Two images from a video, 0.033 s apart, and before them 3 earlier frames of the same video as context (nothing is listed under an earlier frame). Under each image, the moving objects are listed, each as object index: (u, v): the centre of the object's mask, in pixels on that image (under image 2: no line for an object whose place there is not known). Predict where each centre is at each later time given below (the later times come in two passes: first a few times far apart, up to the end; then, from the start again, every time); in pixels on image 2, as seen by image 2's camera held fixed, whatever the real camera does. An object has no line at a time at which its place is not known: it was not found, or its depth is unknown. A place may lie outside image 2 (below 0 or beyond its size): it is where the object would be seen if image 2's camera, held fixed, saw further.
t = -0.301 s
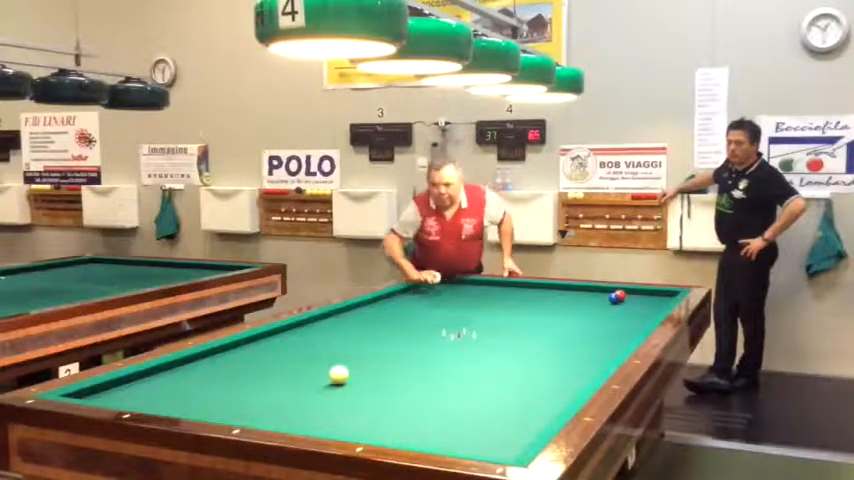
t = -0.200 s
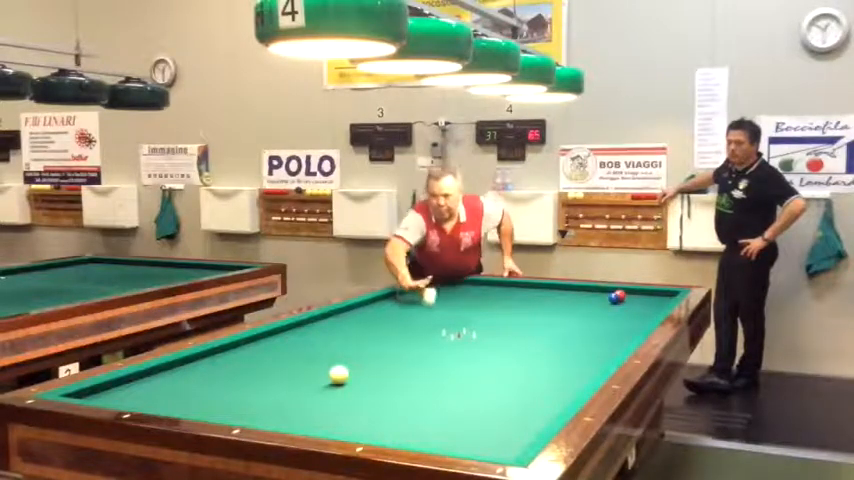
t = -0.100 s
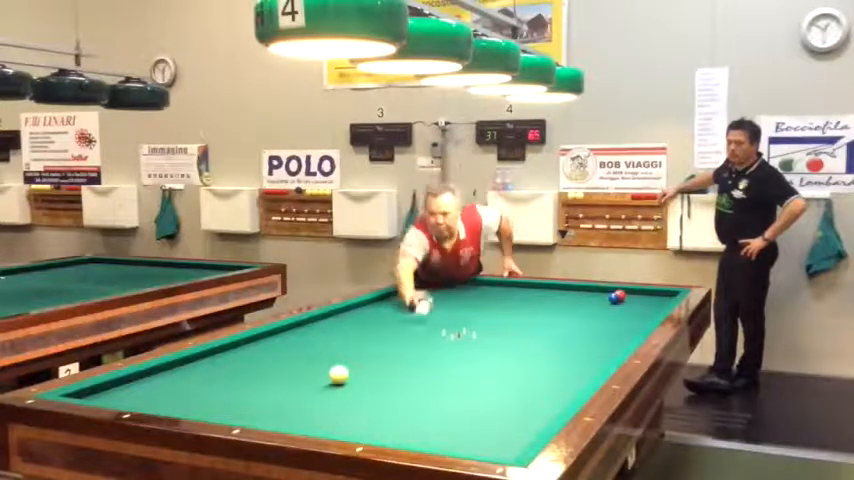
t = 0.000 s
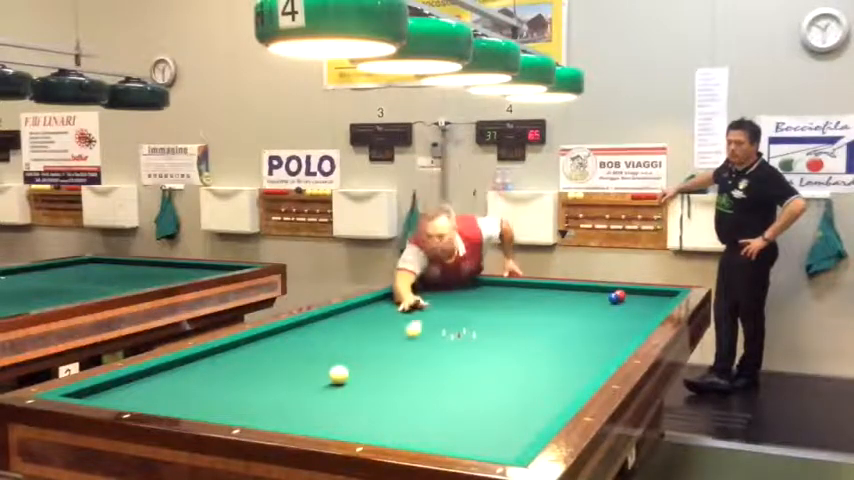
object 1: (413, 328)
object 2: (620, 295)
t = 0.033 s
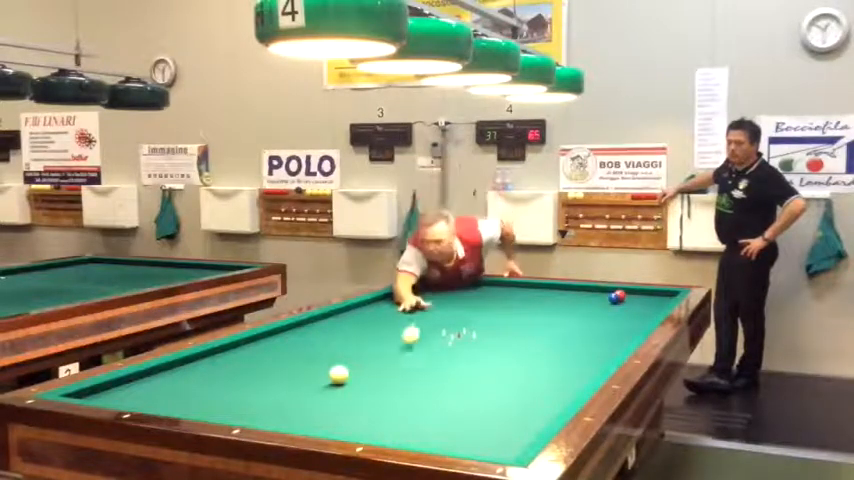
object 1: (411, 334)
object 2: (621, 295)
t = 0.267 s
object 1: (380, 402)
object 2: (621, 295)
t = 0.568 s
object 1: (492, 387)
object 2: (620, 295)
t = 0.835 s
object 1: (588, 350)
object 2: (621, 295)
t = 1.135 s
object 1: (629, 323)
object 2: (621, 295)
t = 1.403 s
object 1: (633, 304)
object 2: (621, 295)
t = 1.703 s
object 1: (636, 289)
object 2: (621, 295)
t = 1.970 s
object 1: (610, 291)
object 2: (618, 297)
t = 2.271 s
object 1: (591, 290)
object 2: (621, 298)
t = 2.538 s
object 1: (576, 289)
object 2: (623, 299)
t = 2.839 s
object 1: (559, 287)
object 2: (624, 300)
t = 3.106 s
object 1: (544, 286)
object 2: (625, 300)
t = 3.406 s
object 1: (530, 284)
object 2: (626, 301)
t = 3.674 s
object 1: (518, 284)
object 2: (627, 301)
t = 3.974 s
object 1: (505, 282)
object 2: (627, 301)
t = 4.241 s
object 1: (494, 281)
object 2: (627, 301)
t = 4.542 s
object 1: (482, 280)
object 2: (627, 302)
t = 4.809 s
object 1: (473, 279)
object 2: (626, 302)
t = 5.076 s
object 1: (463, 279)
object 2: (626, 302)
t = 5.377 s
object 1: (454, 278)
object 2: (626, 302)
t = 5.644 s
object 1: (445, 278)
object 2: (626, 302)
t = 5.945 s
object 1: (438, 278)
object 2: (626, 303)
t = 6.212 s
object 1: (440, 278)
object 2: (626, 303)
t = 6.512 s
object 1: (443, 279)
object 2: (626, 303)
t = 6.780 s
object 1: (444, 279)
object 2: (626, 303)
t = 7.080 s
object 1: (446, 279)
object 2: (626, 302)
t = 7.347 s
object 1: (447, 279)
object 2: (626, 302)
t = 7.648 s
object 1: (449, 280)
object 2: (626, 302)
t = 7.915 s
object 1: (449, 280)
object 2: (626, 302)
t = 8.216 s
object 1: (450, 280)
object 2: (626, 302)
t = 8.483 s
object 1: (451, 281)
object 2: (626, 302)
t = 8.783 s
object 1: (450, 281)
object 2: (626, 302)
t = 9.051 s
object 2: (626, 302)
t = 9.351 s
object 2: (626, 302)
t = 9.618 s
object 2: (626, 302)
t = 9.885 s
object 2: (626, 302)
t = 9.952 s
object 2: (626, 302)
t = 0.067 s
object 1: (407, 344)
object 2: (620, 295)
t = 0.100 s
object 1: (404, 351)
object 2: (621, 295)
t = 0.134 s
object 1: (399, 359)
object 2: (620, 295)
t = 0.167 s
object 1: (394, 370)
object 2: (620, 295)
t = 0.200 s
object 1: (389, 380)
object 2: (621, 295)
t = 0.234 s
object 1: (385, 391)
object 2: (621, 295)
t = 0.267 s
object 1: (380, 402)
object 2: (621, 295)
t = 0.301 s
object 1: (373, 416)
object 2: (621, 295)
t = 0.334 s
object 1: (367, 427)
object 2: (621, 295)
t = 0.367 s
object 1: (378, 429)
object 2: (620, 295)
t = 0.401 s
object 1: (400, 422)
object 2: (620, 295)
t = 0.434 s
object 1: (422, 413)
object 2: (620, 295)
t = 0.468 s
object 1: (440, 406)
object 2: (620, 295)
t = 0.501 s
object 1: (458, 402)
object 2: (620, 295)
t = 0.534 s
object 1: (476, 393)
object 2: (620, 295)
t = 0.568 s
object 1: (492, 387)
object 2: (620, 295)
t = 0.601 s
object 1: (508, 381)
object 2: (620, 295)
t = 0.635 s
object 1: (521, 377)
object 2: (620, 295)
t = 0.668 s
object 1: (536, 370)
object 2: (621, 295)
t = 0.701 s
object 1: (547, 365)
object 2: (621, 295)
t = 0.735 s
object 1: (558, 361)
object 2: (621, 295)
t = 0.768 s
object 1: (567, 357)
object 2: (621, 295)
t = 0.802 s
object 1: (579, 353)
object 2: (621, 295)
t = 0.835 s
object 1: (588, 350)
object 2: (621, 295)
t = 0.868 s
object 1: (599, 347)
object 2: (621, 295)
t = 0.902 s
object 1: (607, 343)
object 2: (621, 295)
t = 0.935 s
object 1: (616, 340)
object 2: (621, 295)
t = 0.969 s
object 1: (625, 335)
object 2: (621, 295)
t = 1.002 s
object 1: (629, 333)
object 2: (621, 295)
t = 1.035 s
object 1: (629, 330)
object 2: (621, 295)
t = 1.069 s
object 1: (629, 327)
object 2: (621, 295)
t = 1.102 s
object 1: (629, 325)
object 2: (621, 295)
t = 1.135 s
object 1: (629, 323)
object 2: (621, 295)
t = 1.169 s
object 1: (629, 321)
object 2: (621, 295)
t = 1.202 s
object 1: (629, 318)
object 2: (621, 295)
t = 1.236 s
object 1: (631, 316)
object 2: (621, 295)
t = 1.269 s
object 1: (631, 313)
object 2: (621, 295)
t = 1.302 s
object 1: (632, 312)
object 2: (621, 295)
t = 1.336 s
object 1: (632, 309)
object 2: (621, 295)
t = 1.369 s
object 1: (633, 307)
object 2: (621, 295)
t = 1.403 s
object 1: (633, 304)
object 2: (621, 295)
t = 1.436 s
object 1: (634, 302)
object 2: (621, 295)
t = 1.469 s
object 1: (634, 301)
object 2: (621, 295)
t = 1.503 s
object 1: (635, 299)
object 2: (621, 295)
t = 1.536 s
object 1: (635, 298)
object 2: (621, 295)
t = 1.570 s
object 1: (636, 295)
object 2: (621, 295)
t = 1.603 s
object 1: (637, 293)
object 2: (620, 295)
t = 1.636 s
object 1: (637, 291)
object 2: (621, 295)
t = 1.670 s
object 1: (638, 290)
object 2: (621, 295)
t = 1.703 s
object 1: (636, 289)
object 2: (621, 295)
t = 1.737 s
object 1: (632, 290)
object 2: (621, 295)
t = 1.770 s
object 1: (629, 290)
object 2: (620, 295)
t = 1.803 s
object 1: (625, 290)
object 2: (621, 297)
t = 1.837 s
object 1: (621, 290)
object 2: (620, 296)
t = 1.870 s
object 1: (618, 289)
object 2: (618, 295)
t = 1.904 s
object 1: (614, 290)
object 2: (620, 298)
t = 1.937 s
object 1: (612, 291)
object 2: (621, 297)
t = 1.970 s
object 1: (610, 291)
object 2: (618, 297)
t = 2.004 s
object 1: (608, 291)
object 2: (619, 297)
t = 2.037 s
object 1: (606, 291)
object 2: (620, 297)
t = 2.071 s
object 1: (604, 291)
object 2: (620, 297)
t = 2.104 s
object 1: (602, 291)
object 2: (619, 297)
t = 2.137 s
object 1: (600, 291)
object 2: (621, 297)
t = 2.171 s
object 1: (598, 291)
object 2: (620, 297)
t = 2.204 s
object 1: (595, 291)
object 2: (621, 298)
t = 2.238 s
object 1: (594, 291)
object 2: (619, 298)
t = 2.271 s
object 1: (591, 290)
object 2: (621, 298)
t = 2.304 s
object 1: (589, 290)
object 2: (621, 298)
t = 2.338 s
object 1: (587, 290)
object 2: (621, 298)
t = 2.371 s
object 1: (585, 290)
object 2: (622, 298)
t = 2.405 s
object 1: (584, 290)
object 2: (622, 298)
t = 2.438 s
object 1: (581, 289)
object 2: (622, 298)
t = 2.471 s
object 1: (580, 289)
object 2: (622, 298)
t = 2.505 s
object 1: (578, 289)
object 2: (621, 298)
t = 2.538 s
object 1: (576, 289)
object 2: (623, 299)
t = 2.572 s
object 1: (574, 289)
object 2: (622, 298)
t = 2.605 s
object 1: (572, 289)
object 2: (623, 299)
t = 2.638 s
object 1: (570, 288)
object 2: (623, 299)
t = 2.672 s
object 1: (568, 288)
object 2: (623, 299)
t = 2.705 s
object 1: (566, 288)
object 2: (623, 299)
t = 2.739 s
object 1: (564, 288)
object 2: (624, 299)
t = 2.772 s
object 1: (563, 287)
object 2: (624, 299)
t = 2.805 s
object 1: (561, 287)
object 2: (624, 299)
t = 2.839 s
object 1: (559, 287)
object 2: (624, 300)
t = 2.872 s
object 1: (557, 287)
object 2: (624, 300)
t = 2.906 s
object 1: (555, 287)
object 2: (624, 299)
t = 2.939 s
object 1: (554, 286)
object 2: (624, 300)
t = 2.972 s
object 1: (552, 286)
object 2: (624, 300)
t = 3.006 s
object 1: (550, 286)
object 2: (624, 300)
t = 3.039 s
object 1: (548, 286)
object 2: (625, 300)
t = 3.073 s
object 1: (547, 286)
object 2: (625, 300)
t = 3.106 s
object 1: (544, 286)
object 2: (625, 300)
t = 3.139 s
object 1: (543, 286)
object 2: (625, 300)
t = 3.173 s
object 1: (541, 285)
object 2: (625, 300)
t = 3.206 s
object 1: (540, 285)
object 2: (626, 300)
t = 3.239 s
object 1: (538, 286)
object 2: (626, 300)
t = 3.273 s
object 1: (536, 285)
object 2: (626, 300)
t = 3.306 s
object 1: (535, 285)
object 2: (626, 300)
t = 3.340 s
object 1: (533, 284)
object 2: (626, 300)
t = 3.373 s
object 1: (532, 285)
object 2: (626, 300)
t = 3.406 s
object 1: (530, 284)
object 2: (626, 301)
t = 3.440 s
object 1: (528, 284)
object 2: (626, 301)
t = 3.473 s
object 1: (527, 284)
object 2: (626, 301)
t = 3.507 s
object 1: (526, 284)
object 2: (626, 301)
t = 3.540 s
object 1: (524, 284)
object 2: (626, 301)
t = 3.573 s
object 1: (523, 284)
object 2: (627, 301)
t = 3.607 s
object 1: (520, 283)
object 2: (627, 301)
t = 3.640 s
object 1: (519, 283)
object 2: (627, 301)
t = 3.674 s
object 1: (518, 284)
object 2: (627, 301)
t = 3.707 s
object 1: (516, 283)
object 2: (627, 301)
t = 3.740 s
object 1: (514, 283)
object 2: (627, 301)
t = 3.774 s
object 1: (513, 283)
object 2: (627, 301)
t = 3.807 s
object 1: (512, 283)
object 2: (627, 301)
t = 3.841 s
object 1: (510, 283)
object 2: (627, 301)
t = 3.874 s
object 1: (509, 283)
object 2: (627, 301)
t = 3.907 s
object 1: (507, 283)
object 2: (627, 301)
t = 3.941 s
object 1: (506, 282)
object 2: (627, 301)
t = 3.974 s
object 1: (505, 282)
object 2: (627, 301)
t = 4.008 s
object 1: (503, 282)
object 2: (627, 301)
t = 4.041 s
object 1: (502, 282)
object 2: (627, 301)
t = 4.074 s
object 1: (500, 281)
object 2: (627, 301)
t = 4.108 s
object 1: (499, 281)
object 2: (627, 301)
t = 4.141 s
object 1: (497, 281)
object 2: (627, 301)
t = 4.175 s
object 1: (494, 280)
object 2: (627, 301)
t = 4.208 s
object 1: (495, 281)
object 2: (627, 301)
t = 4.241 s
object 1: (494, 281)
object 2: (627, 301)
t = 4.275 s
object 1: (492, 281)
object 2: (627, 301)
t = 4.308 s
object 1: (491, 281)
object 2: (627, 301)
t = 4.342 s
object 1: (490, 281)
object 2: (627, 301)
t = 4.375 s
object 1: (489, 281)
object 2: (627, 302)
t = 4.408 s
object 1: (488, 280)
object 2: (627, 302)
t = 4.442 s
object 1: (486, 281)
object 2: (627, 302)
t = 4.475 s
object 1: (485, 280)
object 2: (627, 302)
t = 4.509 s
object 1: (483, 280)
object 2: (627, 302)
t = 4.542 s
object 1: (482, 280)
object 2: (627, 302)
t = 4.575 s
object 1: (481, 280)
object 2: (627, 302)
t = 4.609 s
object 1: (480, 280)
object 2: (627, 302)
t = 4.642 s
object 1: (479, 280)
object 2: (627, 302)
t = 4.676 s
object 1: (478, 280)
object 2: (627, 302)
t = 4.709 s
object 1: (476, 280)
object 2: (626, 302)
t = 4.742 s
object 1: (475, 279)
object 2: (626, 302)
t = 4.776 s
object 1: (474, 279)
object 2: (626, 302)
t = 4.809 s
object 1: (473, 279)
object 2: (626, 302)
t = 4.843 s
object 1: (472, 279)
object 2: (626, 302)
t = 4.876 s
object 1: (471, 279)
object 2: (626, 302)
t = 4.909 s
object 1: (469, 279)
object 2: (626, 302)
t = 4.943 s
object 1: (468, 279)
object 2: (626, 302)
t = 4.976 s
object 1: (467, 279)
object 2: (626, 302)
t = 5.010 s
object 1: (466, 279)
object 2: (626, 302)
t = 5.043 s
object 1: (465, 279)
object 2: (626, 302)
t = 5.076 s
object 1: (463, 279)
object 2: (626, 302)
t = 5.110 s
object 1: (462, 279)
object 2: (626, 302)
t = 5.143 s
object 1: (461, 279)
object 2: (626, 302)
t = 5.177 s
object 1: (460, 278)
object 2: (626, 302)
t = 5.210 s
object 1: (459, 279)
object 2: (626, 302)
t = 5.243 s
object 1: (458, 278)
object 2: (626, 302)
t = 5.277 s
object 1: (457, 279)
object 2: (626, 302)
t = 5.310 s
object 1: (456, 279)
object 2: (626, 302)
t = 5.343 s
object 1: (455, 278)
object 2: (626, 302)
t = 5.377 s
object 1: (454, 278)
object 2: (626, 302)
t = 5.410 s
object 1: (452, 278)
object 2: (626, 302)
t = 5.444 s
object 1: (451, 278)
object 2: (626, 302)
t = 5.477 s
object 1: (450, 278)
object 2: (626, 302)
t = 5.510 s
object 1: (450, 278)
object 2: (626, 302)
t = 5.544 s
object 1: (448, 278)
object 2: (626, 302)
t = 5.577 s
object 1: (447, 278)
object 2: (626, 302)
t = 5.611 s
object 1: (446, 278)
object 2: (626, 302)
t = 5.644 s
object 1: (445, 278)
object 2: (626, 302)
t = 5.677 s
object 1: (444, 278)
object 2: (626, 302)
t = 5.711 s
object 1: (443, 278)
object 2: (626, 302)
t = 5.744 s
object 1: (442, 278)
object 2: (626, 302)
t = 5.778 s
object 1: (441, 278)
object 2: (626, 302)
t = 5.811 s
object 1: (440, 278)
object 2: (626, 302)
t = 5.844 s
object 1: (439, 278)
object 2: (626, 302)
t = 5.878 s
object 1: (438, 278)
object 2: (626, 302)
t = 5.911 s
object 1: (438, 278)
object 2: (626, 303)
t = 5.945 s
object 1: (438, 278)
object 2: (626, 303)
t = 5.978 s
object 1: (439, 278)
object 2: (626, 303)
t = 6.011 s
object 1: (439, 278)
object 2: (626, 303)
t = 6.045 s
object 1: (439, 278)
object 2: (626, 303)
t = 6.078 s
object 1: (439, 278)
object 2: (626, 303)
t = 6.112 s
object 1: (439, 278)
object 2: (626, 303)
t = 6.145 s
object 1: (440, 278)
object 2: (626, 303)
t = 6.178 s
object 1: (440, 278)
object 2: (626, 303)
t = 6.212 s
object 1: (440, 278)
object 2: (626, 303)
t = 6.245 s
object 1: (441, 278)
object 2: (626, 303)
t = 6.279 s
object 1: (441, 278)
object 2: (626, 303)
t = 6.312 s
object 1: (442, 278)
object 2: (626, 303)
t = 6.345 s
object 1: (442, 278)
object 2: (626, 303)
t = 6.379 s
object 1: (442, 278)
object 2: (626, 303)
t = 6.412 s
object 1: (442, 279)
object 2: (626, 303)
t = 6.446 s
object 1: (442, 278)
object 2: (626, 303)
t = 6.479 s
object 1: (442, 279)
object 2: (626, 303)
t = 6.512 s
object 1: (443, 279)
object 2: (626, 303)
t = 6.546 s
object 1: (443, 279)
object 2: (626, 303)
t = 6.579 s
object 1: (443, 278)
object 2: (626, 303)
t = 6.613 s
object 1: (443, 278)
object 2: (626, 303)
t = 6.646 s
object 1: (443, 279)
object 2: (626, 303)
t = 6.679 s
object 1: (444, 279)
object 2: (626, 303)
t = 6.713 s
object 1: (444, 279)
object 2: (626, 303)
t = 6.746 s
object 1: (444, 279)
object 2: (626, 303)
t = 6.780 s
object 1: (444, 279)
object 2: (626, 303)
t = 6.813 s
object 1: (444, 279)
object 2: (626, 303)
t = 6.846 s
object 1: (445, 279)
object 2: (626, 303)
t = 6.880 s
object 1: (445, 279)
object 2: (626, 303)
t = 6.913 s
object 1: (445, 279)
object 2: (626, 303)
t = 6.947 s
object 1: (445, 279)
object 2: (626, 303)
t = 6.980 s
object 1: (446, 279)
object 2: (626, 303)
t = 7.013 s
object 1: (446, 279)
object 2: (626, 303)
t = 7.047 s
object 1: (446, 279)
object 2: (626, 303)
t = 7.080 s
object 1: (446, 279)
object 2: (626, 302)
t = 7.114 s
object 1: (446, 279)
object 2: (626, 302)
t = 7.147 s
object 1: (447, 279)
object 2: (626, 302)
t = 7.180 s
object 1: (447, 279)
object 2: (626, 302)
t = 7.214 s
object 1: (447, 279)
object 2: (626, 302)
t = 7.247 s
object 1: (447, 279)
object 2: (626, 302)
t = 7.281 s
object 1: (447, 279)
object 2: (626, 302)
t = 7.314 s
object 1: (447, 279)
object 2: (626, 302)
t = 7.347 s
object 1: (447, 279)
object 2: (626, 302)
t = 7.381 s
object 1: (447, 279)
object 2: (626, 302)
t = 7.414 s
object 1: (448, 279)
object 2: (626, 302)
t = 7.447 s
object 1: (448, 279)
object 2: (626, 302)
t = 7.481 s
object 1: (448, 279)
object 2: (626, 302)
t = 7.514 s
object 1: (448, 279)
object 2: (626, 302)
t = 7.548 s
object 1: (449, 280)
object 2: (626, 302)
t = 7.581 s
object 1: (448, 280)
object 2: (626, 302)
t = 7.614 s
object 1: (449, 280)
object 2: (626, 302)
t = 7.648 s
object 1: (449, 280)
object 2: (626, 302)
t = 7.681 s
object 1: (449, 280)
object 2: (626, 302)
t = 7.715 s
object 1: (449, 280)
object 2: (626, 302)
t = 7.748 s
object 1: (449, 279)
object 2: (626, 302)
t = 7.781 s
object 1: (449, 280)
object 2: (626, 302)
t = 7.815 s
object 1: (449, 280)
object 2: (626, 302)
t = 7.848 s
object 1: (449, 280)
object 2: (626, 302)
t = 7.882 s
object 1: (449, 280)
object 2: (626, 302)
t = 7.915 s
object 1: (449, 280)
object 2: (626, 302)
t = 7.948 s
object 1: (449, 280)
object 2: (626, 302)
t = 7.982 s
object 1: (450, 280)
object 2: (626, 302)
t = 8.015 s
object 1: (449, 280)
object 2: (626, 302)
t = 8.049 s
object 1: (450, 280)
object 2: (626, 302)
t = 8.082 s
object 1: (450, 281)
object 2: (626, 302)
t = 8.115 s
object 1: (450, 281)
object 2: (626, 302)
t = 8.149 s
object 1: (450, 281)
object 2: (626, 302)
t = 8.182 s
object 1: (450, 281)
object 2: (626, 302)
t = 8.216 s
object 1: (450, 280)
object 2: (626, 302)
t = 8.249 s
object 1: (450, 280)
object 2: (626, 302)
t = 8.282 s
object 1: (450, 280)
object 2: (626, 302)
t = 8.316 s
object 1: (451, 280)
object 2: (626, 302)
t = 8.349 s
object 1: (451, 280)
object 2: (626, 302)
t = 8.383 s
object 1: (451, 281)
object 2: (626, 302)
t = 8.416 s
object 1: (451, 281)
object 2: (626, 302)
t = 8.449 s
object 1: (450, 281)
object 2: (626, 302)
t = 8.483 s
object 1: (451, 281)
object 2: (626, 302)
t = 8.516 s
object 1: (450, 281)
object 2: (626, 302)
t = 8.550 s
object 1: (450, 281)
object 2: (626, 302)
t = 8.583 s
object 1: (450, 280)
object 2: (626, 302)
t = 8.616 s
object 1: (450, 280)
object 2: (626, 302)
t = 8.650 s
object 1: (450, 280)
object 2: (626, 302)
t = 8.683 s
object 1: (451, 281)
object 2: (626, 302)
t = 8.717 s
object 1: (450, 281)
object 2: (626, 302)
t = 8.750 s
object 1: (450, 281)
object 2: (626, 302)
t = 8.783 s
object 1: (450, 281)
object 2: (626, 302)
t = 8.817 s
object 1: (450, 281)
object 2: (626, 302)
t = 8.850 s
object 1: (450, 281)
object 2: (626, 302)
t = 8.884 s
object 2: (626, 302)
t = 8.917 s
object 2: (626, 302)
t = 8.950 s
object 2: (626, 302)
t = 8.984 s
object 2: (626, 302)
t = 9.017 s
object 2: (626, 302)
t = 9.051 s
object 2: (626, 302)
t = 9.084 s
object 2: (626, 302)
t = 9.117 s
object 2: (626, 302)
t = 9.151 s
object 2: (626, 302)
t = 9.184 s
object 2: (626, 302)
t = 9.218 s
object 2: (626, 302)
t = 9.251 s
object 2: (626, 302)
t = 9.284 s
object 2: (626, 302)
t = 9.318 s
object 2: (626, 302)
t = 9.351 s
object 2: (626, 302)
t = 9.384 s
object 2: (626, 302)
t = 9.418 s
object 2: (626, 302)
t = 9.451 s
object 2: (626, 302)
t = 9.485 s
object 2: (626, 302)
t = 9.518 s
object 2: (626, 302)
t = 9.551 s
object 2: (626, 302)
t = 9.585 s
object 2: (626, 302)
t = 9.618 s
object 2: (626, 302)
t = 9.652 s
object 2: (626, 302)
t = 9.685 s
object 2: (626, 302)
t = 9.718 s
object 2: (626, 302)
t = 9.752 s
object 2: (626, 302)
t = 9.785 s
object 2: (626, 302)
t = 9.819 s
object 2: (626, 302)
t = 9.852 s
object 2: (626, 302)
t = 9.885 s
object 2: (626, 302)
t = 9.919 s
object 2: (626, 302)
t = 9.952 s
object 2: (626, 302)
